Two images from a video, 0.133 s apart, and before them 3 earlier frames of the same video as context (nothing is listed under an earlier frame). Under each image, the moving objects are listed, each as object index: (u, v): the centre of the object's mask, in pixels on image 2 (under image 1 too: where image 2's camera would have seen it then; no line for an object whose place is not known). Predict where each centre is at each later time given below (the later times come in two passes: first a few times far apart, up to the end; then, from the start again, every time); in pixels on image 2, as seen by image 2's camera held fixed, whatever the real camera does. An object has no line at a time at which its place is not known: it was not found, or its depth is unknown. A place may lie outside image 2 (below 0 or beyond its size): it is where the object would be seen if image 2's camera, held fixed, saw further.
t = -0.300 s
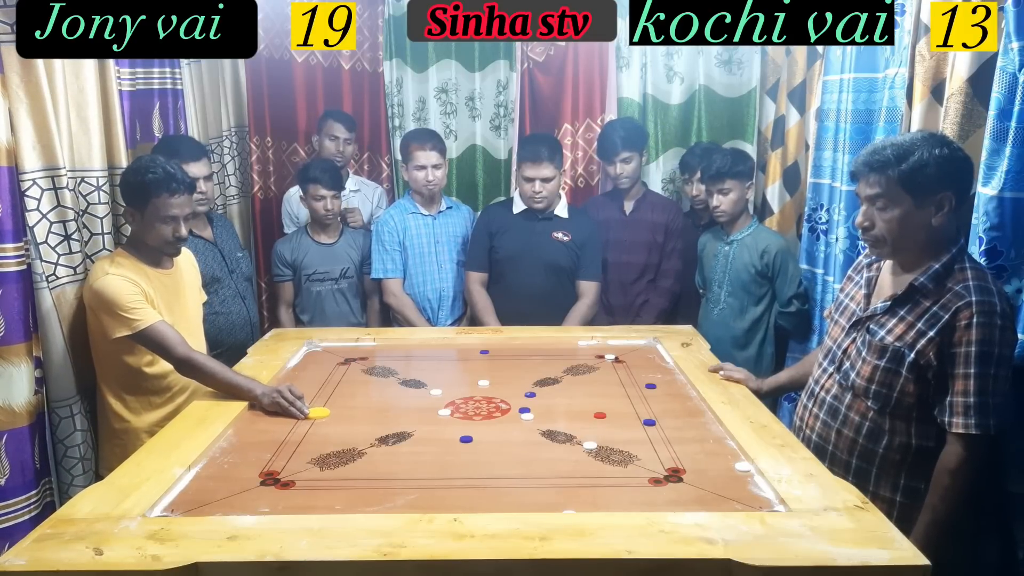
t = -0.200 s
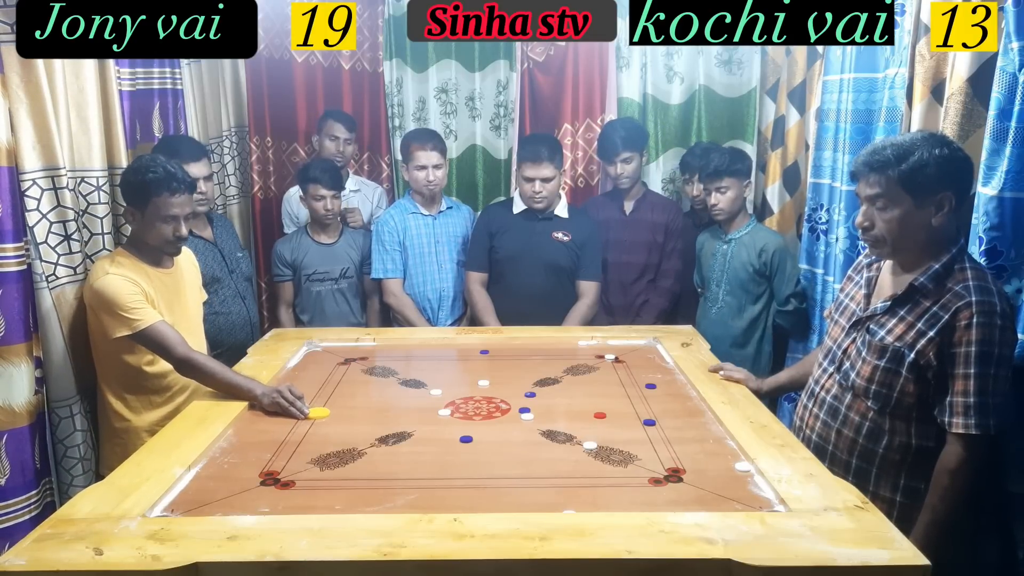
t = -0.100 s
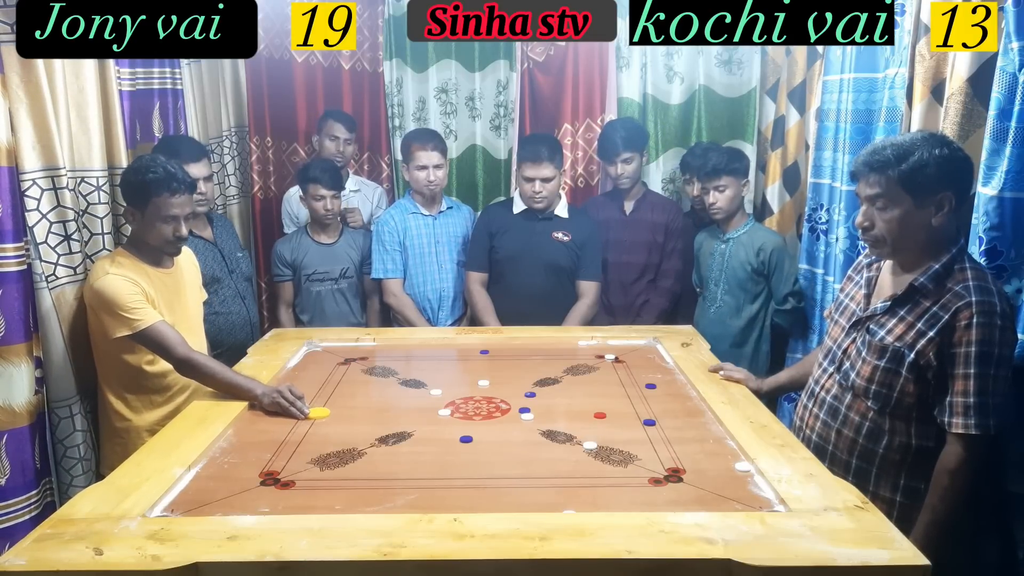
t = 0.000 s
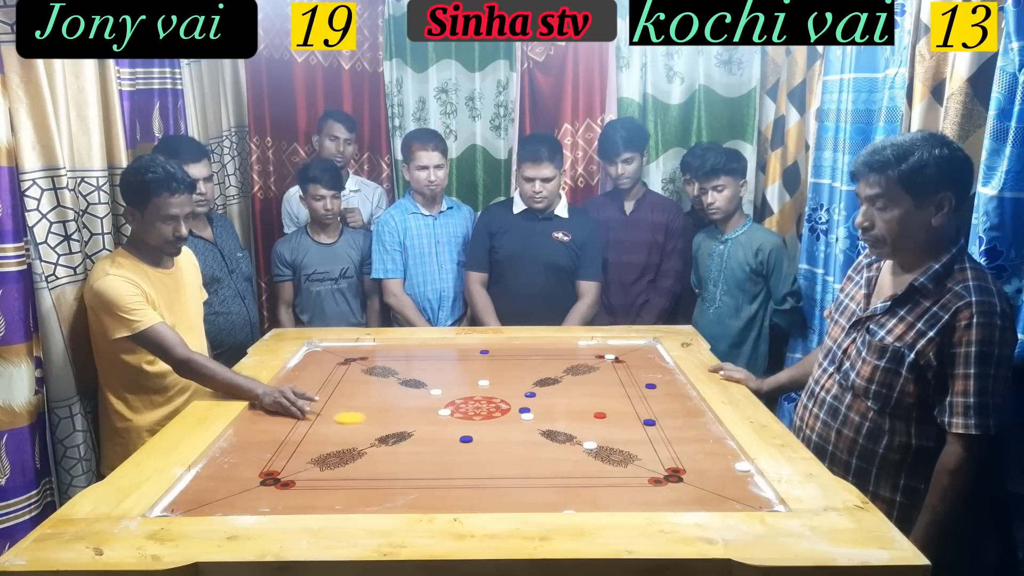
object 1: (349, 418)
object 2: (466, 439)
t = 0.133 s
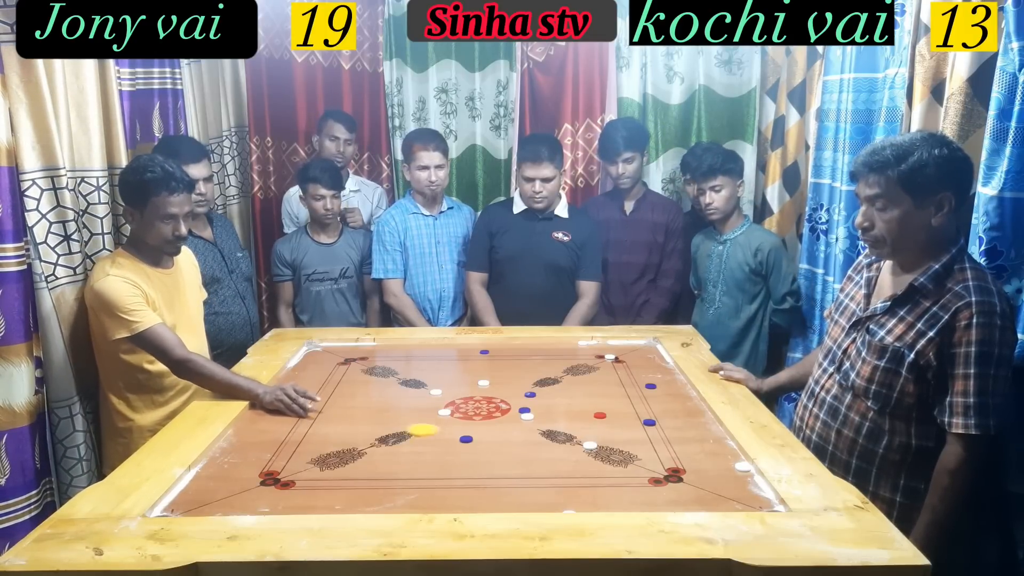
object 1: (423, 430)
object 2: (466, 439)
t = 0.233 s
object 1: (470, 437)
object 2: (505, 449)
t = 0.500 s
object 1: (563, 447)
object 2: (743, 508)
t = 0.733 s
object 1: (611, 454)
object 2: (700, 496)
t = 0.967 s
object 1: (637, 458)
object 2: (628, 480)
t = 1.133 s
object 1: (641, 459)
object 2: (594, 472)
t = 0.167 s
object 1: (441, 433)
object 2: (466, 439)
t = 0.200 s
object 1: (457, 435)
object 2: (479, 442)
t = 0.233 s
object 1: (470, 437)
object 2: (505, 449)
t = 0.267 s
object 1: (482, 438)
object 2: (533, 456)
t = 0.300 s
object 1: (495, 440)
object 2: (560, 463)
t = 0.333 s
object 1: (507, 441)
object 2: (588, 470)
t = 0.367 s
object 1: (519, 442)
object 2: (618, 477)
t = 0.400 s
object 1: (530, 443)
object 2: (648, 485)
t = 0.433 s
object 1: (541, 445)
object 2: (680, 493)
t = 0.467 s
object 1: (553, 446)
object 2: (711, 501)
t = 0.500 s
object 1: (563, 447)
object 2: (743, 508)
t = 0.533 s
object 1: (572, 448)
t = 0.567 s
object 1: (580, 449)
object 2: (764, 508)
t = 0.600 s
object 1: (587, 450)
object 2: (753, 504)
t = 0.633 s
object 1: (594, 452)
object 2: (739, 502)
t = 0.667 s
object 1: (600, 453)
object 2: (725, 501)
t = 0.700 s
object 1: (605, 454)
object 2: (712, 498)
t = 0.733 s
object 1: (611, 454)
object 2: (700, 496)
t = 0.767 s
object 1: (616, 455)
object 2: (688, 493)
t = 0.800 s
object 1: (621, 456)
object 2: (676, 491)
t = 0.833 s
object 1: (625, 456)
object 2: (666, 489)
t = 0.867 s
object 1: (629, 457)
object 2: (656, 486)
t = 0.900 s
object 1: (632, 457)
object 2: (646, 484)
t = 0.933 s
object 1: (635, 458)
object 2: (637, 482)
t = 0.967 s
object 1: (637, 458)
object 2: (628, 480)
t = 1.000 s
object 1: (639, 458)
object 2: (620, 478)
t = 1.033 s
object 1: (641, 459)
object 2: (613, 476)
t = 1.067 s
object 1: (641, 459)
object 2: (607, 474)
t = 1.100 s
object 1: (641, 459)
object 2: (600, 473)
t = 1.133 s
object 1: (641, 459)
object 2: (594, 472)
